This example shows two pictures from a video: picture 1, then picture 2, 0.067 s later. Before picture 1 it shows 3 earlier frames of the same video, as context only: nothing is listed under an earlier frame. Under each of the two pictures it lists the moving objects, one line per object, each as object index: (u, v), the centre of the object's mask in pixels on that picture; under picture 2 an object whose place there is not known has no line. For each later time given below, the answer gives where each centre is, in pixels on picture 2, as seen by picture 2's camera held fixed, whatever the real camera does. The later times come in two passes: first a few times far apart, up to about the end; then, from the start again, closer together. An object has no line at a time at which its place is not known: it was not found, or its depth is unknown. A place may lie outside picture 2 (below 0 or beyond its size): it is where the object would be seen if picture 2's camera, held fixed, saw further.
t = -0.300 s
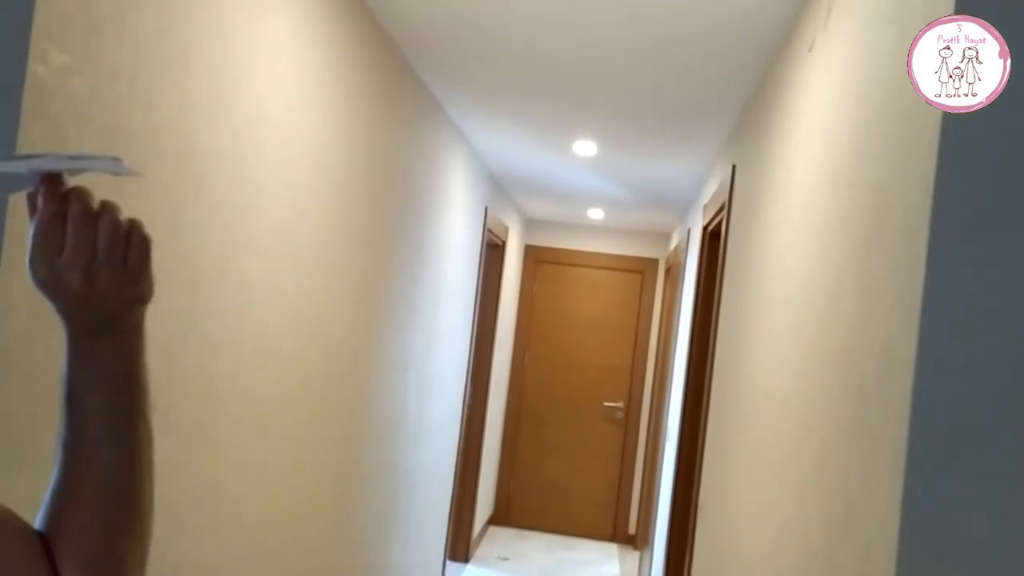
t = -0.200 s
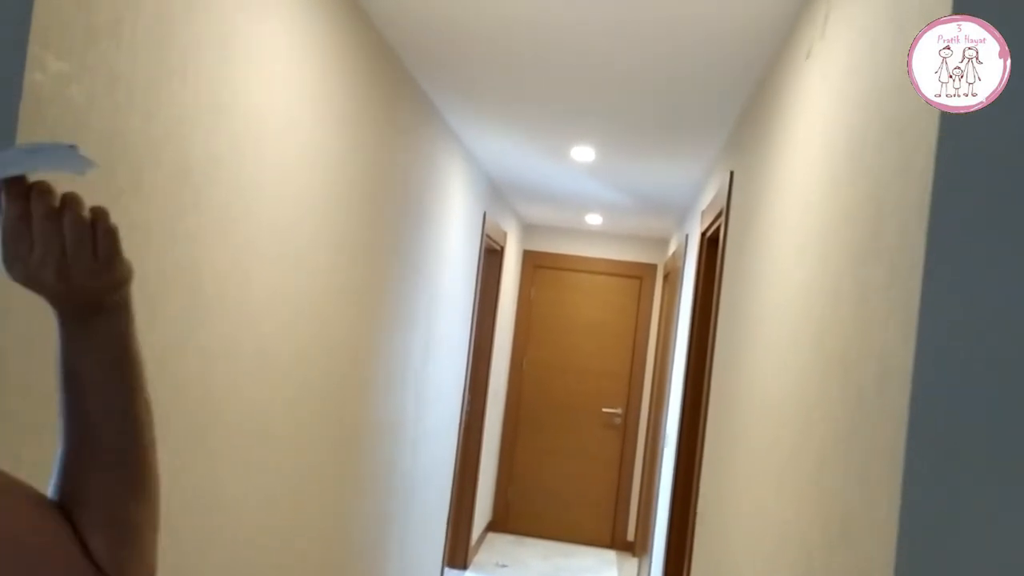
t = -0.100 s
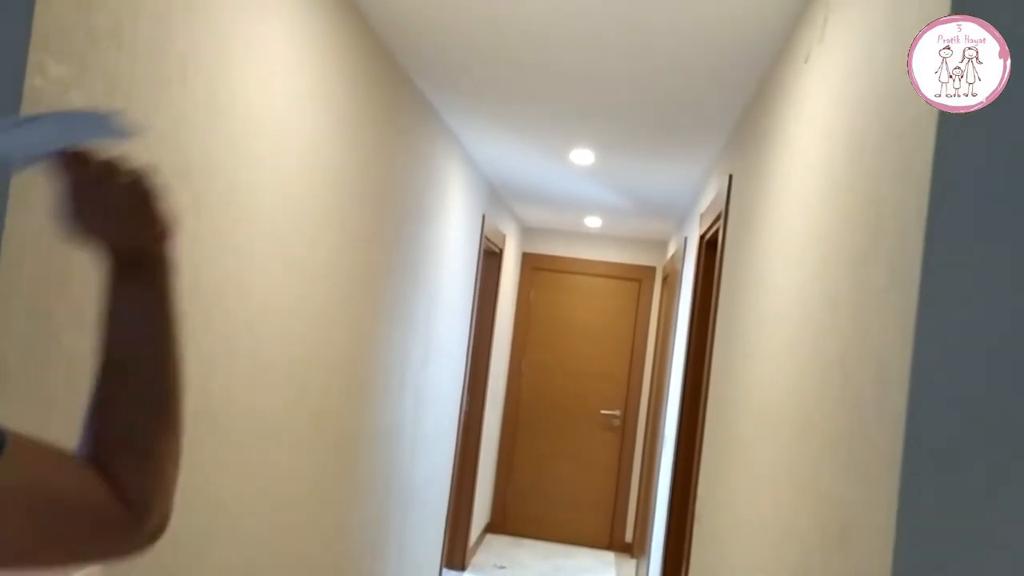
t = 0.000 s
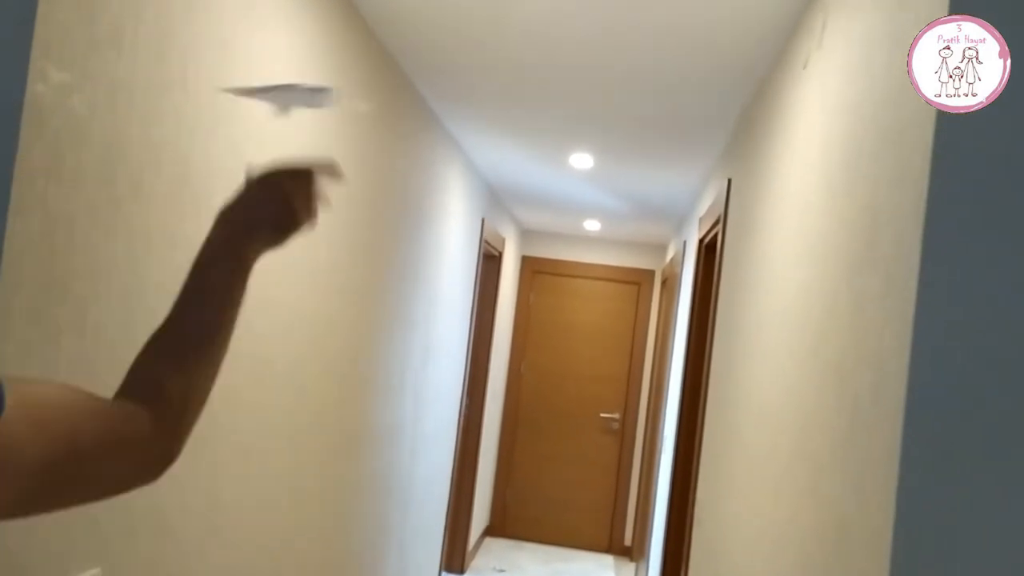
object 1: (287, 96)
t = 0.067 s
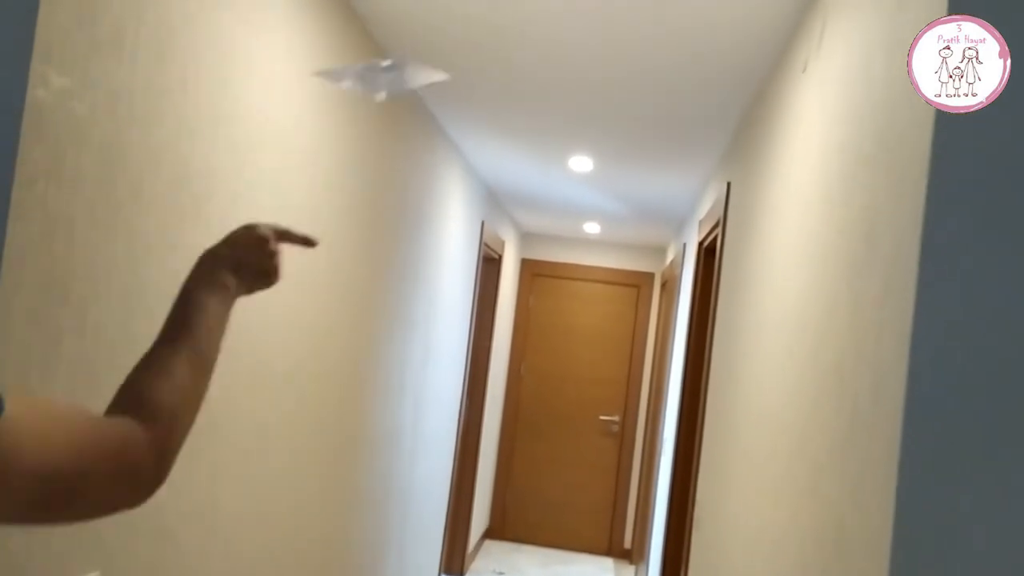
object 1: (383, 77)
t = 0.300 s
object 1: (502, 25)
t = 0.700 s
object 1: (525, 157)
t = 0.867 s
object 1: (519, 267)
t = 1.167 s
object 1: (517, 433)
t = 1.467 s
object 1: (534, 493)
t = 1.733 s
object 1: (570, 491)
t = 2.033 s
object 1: (597, 525)
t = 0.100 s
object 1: (414, 59)
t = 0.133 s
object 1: (439, 41)
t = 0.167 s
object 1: (459, 32)
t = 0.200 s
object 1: (473, 27)
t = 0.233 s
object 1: (486, 25)
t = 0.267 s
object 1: (495, 25)
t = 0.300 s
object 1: (502, 25)
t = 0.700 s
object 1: (525, 157)
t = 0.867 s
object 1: (519, 267)
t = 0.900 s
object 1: (519, 288)
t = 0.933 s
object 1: (519, 309)
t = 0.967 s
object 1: (518, 330)
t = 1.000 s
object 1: (520, 351)
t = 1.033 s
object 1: (522, 371)
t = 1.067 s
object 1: (521, 389)
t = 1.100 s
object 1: (520, 404)
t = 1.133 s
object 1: (519, 420)
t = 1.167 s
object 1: (517, 433)
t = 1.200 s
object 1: (518, 445)
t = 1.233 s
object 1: (518, 456)
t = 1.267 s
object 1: (520, 465)
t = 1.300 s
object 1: (521, 474)
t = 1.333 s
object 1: (524, 480)
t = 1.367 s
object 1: (526, 485)
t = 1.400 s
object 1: (528, 489)
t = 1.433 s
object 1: (532, 492)
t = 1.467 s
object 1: (534, 493)
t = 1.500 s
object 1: (537, 494)
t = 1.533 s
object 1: (541, 495)
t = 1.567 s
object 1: (545, 495)
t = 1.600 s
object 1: (549, 494)
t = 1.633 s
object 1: (555, 493)
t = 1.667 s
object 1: (560, 492)
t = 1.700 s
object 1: (565, 491)
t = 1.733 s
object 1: (570, 491)
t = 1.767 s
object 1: (576, 491)
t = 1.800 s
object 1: (581, 490)
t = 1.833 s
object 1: (587, 491)
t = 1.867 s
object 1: (591, 494)
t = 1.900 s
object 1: (594, 499)
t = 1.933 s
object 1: (596, 504)
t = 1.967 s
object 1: (597, 512)
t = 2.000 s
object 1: (596, 519)
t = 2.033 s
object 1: (597, 525)
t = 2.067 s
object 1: (597, 532)
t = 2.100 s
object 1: (597, 543)
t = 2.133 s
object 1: (598, 553)
